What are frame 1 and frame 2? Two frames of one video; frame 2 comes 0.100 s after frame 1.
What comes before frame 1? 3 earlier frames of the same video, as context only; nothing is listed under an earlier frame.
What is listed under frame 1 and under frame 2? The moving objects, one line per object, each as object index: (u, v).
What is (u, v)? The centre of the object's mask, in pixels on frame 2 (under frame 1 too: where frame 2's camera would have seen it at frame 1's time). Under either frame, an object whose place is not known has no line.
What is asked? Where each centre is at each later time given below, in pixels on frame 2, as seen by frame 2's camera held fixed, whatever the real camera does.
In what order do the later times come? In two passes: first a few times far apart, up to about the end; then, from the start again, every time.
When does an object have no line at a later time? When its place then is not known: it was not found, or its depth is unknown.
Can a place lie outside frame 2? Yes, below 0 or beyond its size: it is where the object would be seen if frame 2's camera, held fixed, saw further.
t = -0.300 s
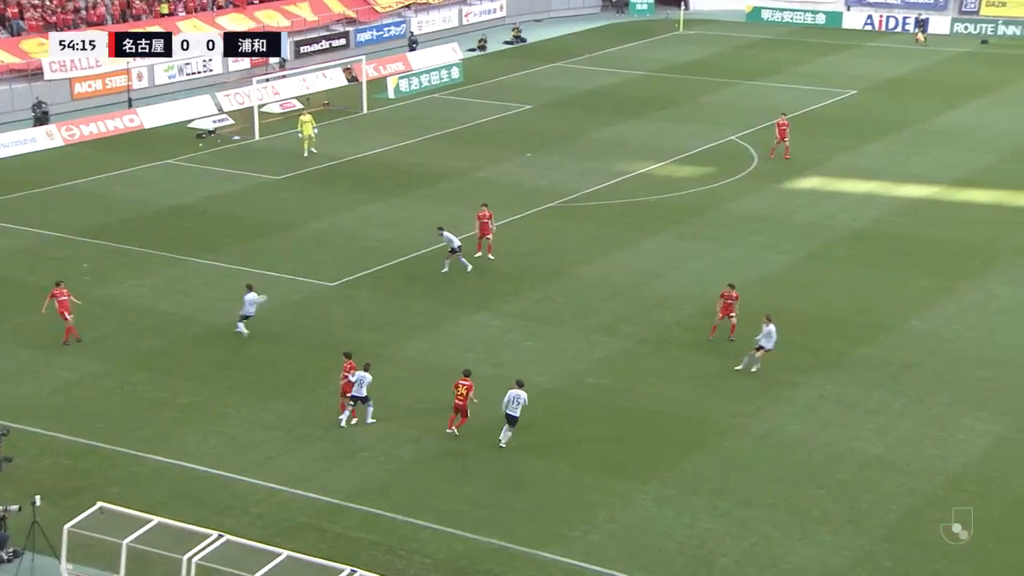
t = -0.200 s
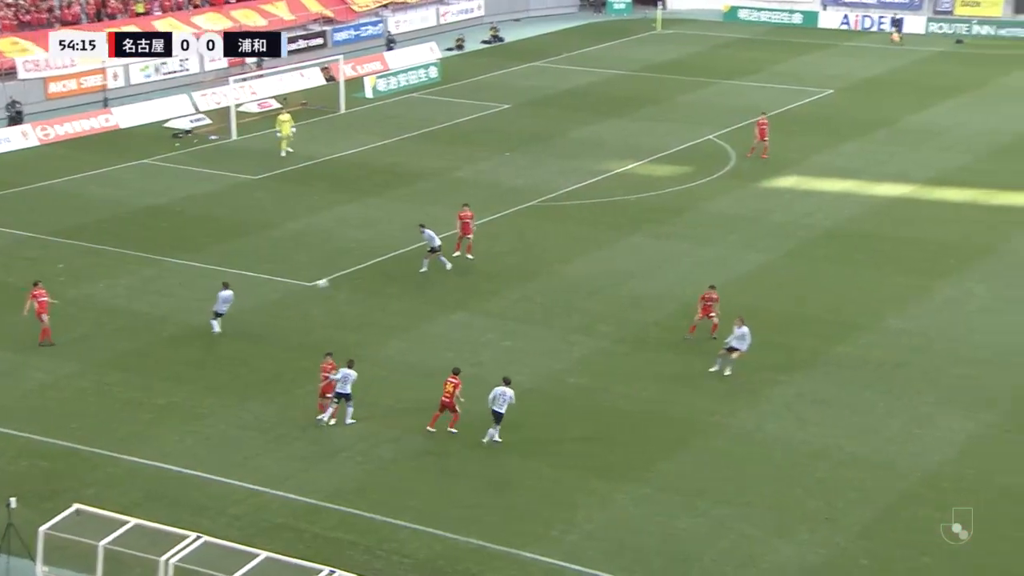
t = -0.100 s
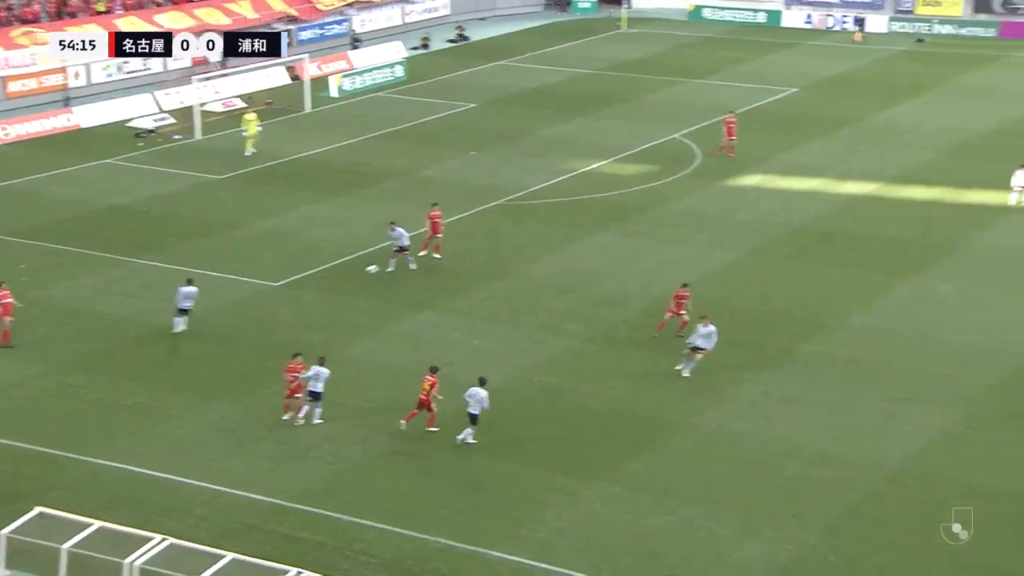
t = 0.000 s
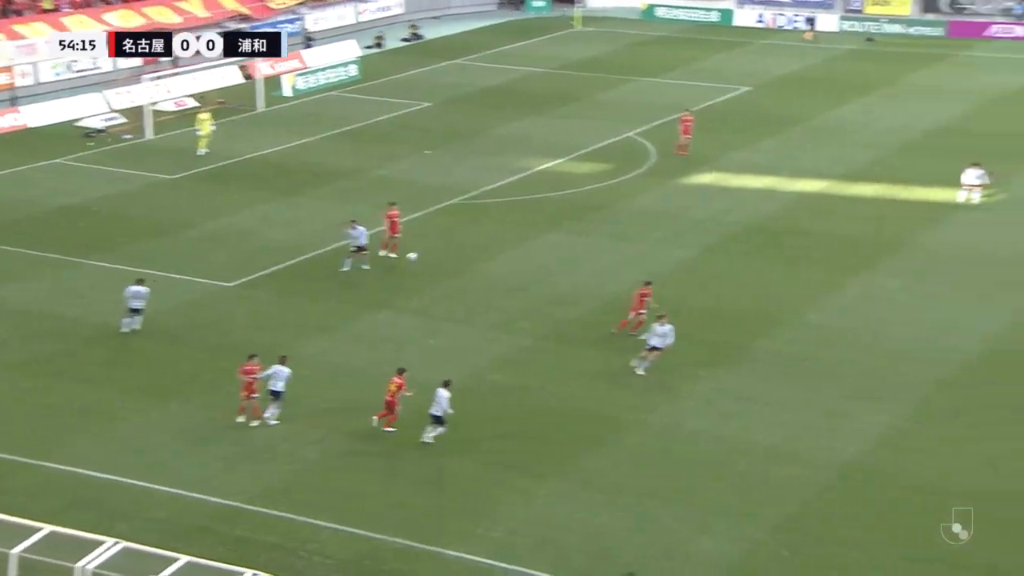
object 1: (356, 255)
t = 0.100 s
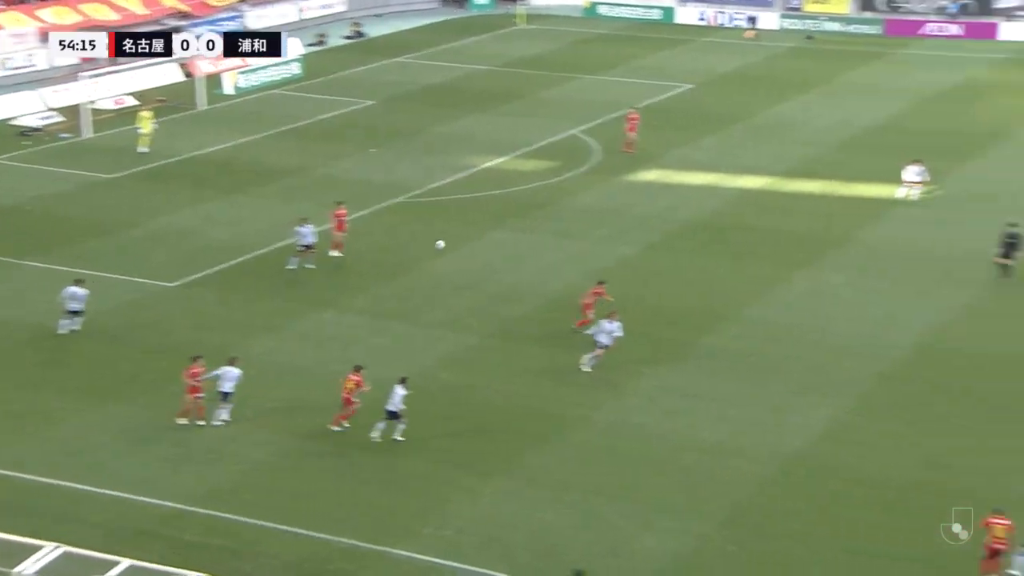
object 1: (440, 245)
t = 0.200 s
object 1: (523, 236)
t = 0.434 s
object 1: (709, 227)
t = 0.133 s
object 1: (467, 241)
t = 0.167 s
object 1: (495, 238)
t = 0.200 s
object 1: (523, 236)
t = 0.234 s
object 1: (549, 234)
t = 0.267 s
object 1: (577, 232)
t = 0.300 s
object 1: (604, 230)
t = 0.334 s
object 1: (630, 230)
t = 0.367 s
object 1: (657, 228)
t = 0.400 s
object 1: (683, 228)
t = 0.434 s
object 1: (709, 227)
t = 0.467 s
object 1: (735, 228)
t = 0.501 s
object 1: (760, 228)
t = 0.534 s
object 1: (786, 229)
